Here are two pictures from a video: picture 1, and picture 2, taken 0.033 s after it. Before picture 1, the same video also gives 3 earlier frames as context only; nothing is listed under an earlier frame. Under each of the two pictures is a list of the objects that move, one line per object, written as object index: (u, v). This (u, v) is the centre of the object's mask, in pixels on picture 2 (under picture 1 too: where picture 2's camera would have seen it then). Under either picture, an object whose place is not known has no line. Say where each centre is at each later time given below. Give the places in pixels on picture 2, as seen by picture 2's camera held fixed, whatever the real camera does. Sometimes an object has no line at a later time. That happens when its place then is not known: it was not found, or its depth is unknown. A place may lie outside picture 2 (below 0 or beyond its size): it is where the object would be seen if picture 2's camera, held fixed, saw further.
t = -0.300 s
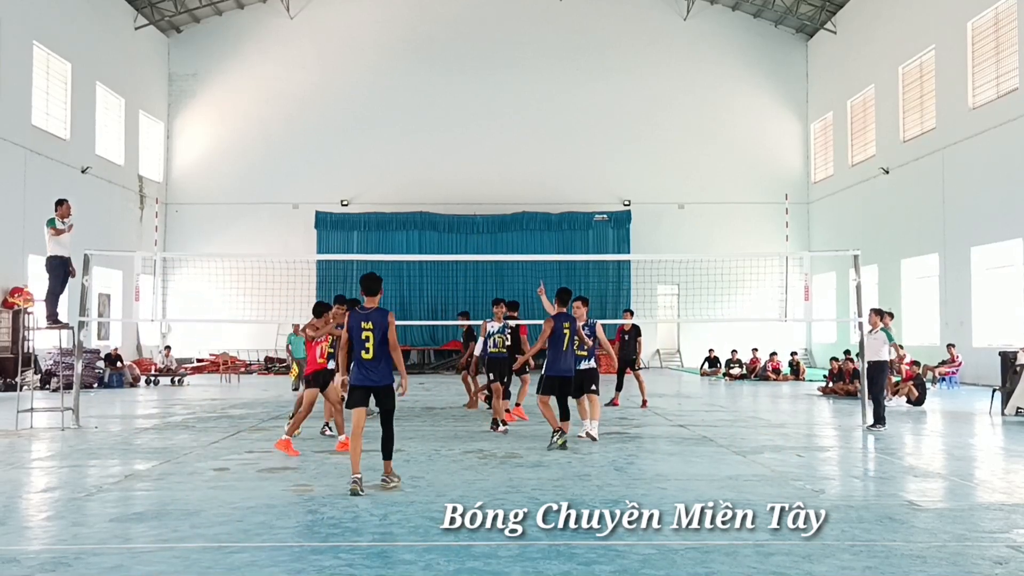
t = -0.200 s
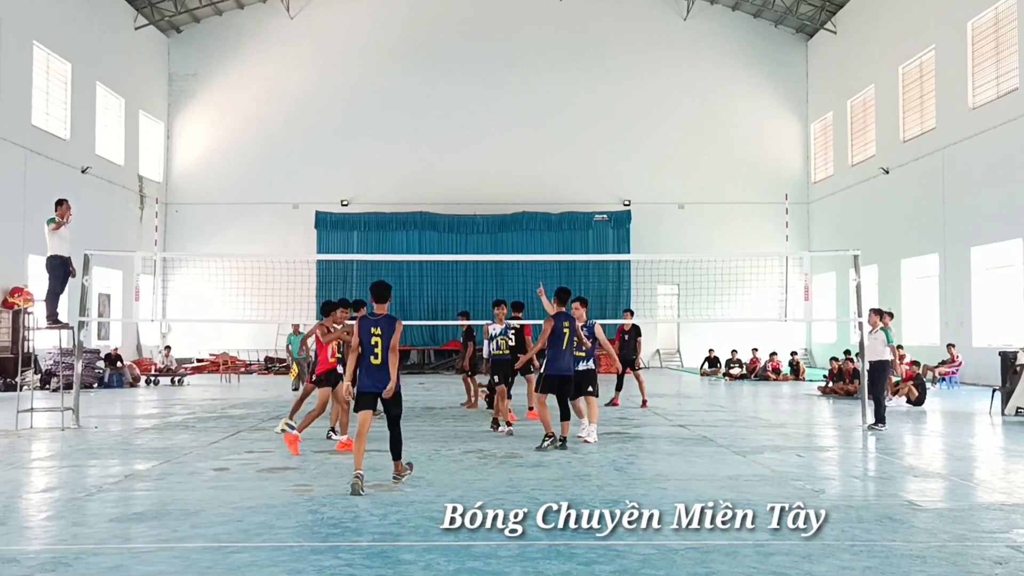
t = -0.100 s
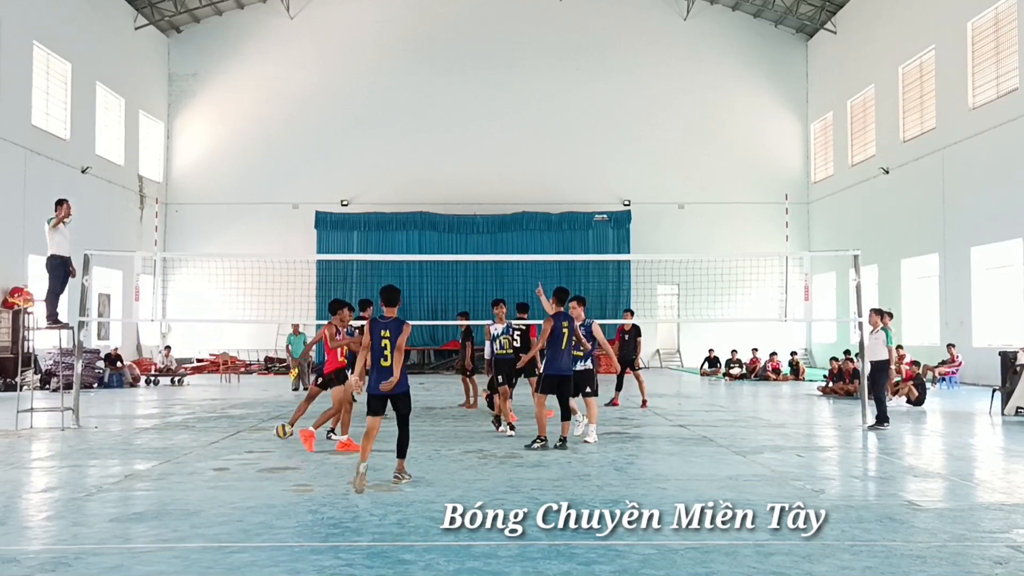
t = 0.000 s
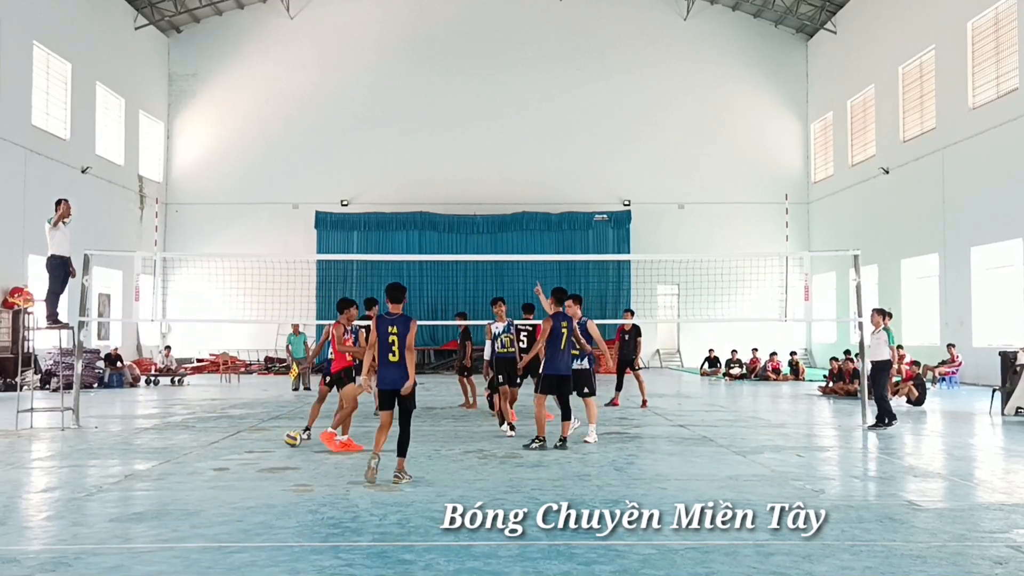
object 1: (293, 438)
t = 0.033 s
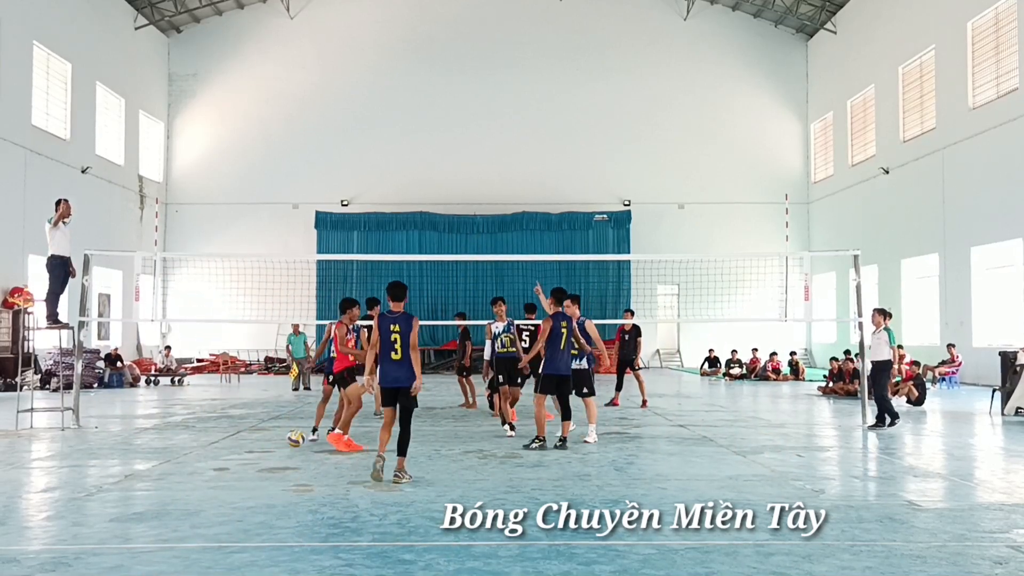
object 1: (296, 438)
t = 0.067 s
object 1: (299, 437)
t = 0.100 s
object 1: (301, 439)
